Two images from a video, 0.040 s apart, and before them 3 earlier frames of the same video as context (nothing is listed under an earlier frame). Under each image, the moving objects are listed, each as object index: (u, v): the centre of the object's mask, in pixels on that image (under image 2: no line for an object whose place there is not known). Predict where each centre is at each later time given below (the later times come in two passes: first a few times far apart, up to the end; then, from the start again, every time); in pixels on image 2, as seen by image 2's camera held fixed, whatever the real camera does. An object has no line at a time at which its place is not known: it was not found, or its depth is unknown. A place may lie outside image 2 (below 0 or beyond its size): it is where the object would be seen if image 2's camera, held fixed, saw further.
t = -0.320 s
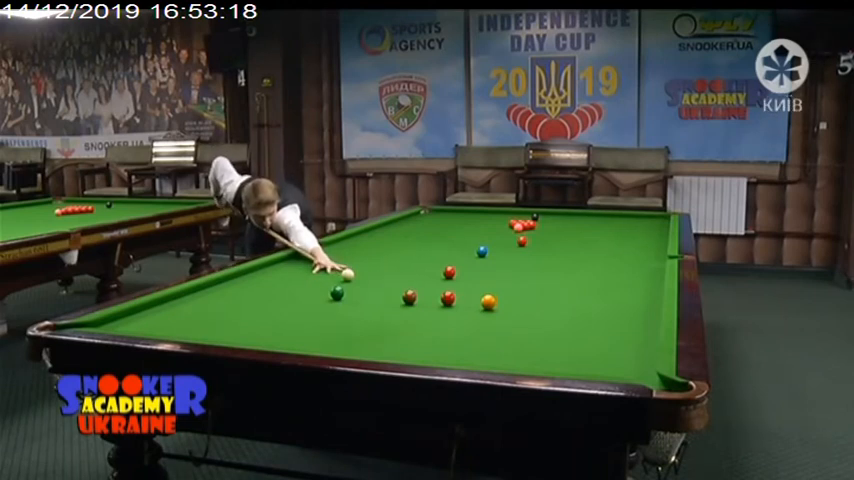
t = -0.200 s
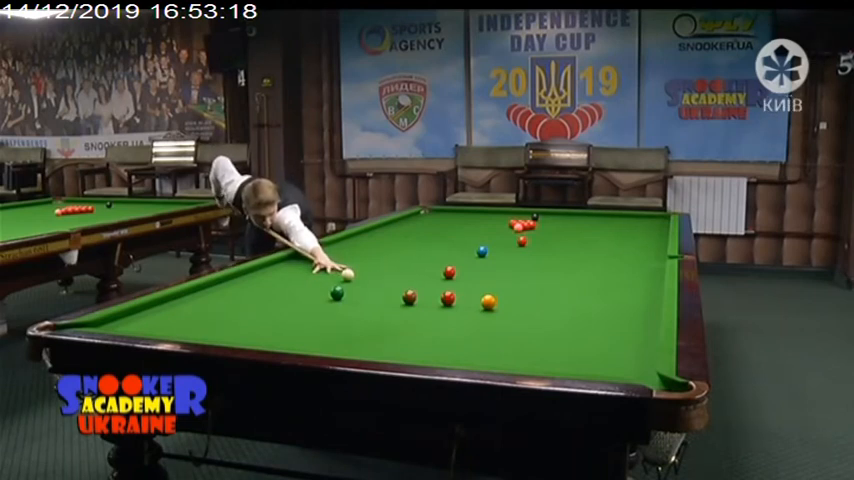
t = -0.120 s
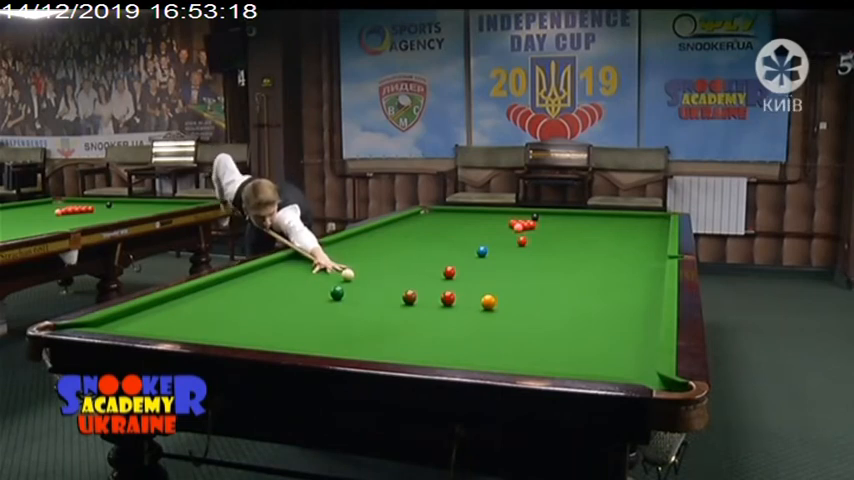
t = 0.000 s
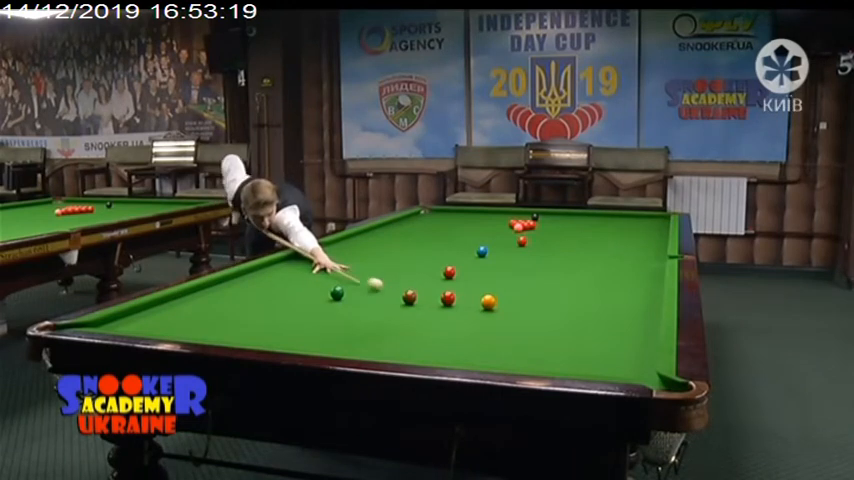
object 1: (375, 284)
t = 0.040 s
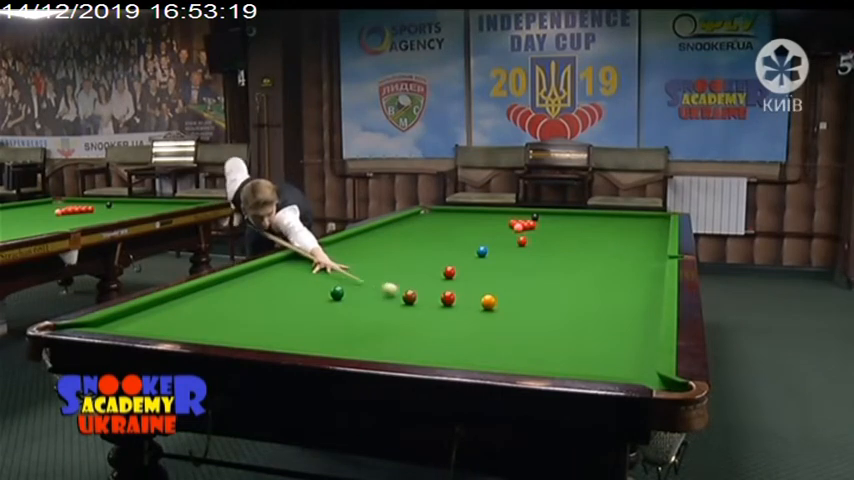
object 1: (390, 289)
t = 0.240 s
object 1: (404, 293)
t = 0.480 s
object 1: (396, 288)
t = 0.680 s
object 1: (389, 284)
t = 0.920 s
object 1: (381, 280)
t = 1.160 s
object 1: (375, 276)
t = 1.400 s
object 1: (369, 273)
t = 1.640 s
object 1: (363, 270)
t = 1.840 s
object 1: (360, 268)
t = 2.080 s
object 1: (355, 265)
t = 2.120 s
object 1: (355, 265)
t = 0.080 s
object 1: (403, 293)
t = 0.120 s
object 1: (404, 294)
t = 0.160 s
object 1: (404, 294)
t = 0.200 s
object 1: (405, 293)
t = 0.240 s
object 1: (404, 293)
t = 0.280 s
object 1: (403, 292)
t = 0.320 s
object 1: (402, 291)
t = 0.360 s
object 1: (401, 290)
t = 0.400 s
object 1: (399, 289)
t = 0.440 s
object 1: (397, 289)
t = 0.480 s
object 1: (396, 288)
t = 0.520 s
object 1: (394, 287)
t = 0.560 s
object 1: (393, 286)
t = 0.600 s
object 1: (391, 286)
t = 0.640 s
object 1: (390, 285)
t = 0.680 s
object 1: (389, 284)
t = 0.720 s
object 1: (388, 283)
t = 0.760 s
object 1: (386, 282)
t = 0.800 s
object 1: (385, 282)
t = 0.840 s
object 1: (384, 281)
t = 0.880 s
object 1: (382, 280)
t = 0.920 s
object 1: (381, 280)
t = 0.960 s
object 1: (380, 279)
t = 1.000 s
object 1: (379, 279)
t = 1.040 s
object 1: (378, 278)
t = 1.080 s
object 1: (377, 277)
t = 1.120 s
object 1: (376, 277)
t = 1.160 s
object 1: (375, 276)
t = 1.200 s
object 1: (374, 276)
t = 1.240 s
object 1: (373, 275)
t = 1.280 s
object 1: (371, 275)
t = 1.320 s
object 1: (370, 274)
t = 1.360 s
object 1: (370, 274)
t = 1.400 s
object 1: (369, 273)
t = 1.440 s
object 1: (368, 273)
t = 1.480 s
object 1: (367, 272)
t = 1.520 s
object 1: (366, 272)
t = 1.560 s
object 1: (365, 271)
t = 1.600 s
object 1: (364, 270)
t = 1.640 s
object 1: (363, 270)
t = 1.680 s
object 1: (363, 270)
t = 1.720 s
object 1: (362, 269)
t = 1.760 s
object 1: (361, 269)
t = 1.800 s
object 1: (360, 268)
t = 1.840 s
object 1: (360, 268)
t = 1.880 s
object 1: (359, 267)
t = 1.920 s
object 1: (358, 267)
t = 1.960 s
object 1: (357, 267)
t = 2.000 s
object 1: (357, 266)
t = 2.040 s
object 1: (356, 266)
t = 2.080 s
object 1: (355, 265)
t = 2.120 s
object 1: (355, 265)
